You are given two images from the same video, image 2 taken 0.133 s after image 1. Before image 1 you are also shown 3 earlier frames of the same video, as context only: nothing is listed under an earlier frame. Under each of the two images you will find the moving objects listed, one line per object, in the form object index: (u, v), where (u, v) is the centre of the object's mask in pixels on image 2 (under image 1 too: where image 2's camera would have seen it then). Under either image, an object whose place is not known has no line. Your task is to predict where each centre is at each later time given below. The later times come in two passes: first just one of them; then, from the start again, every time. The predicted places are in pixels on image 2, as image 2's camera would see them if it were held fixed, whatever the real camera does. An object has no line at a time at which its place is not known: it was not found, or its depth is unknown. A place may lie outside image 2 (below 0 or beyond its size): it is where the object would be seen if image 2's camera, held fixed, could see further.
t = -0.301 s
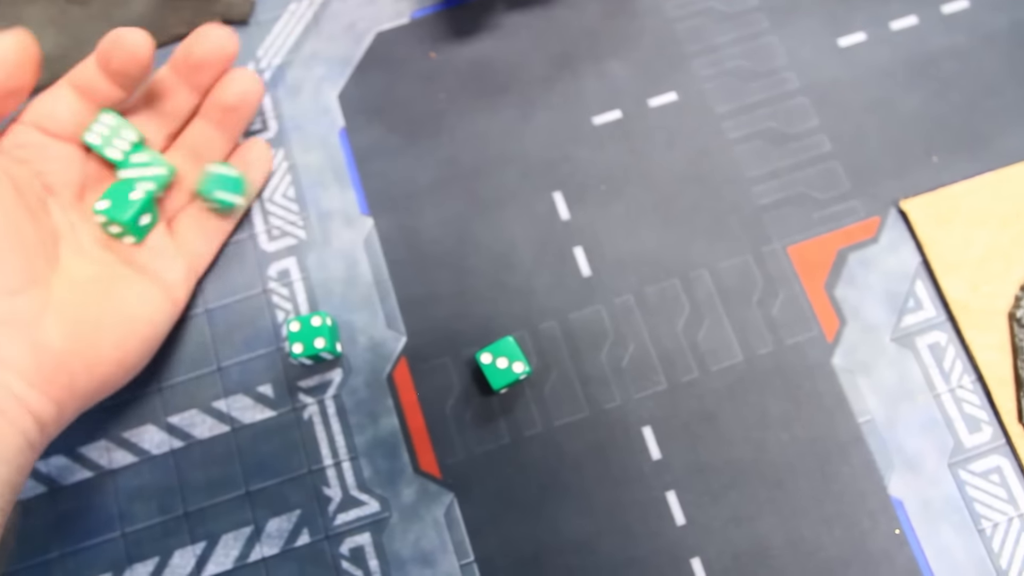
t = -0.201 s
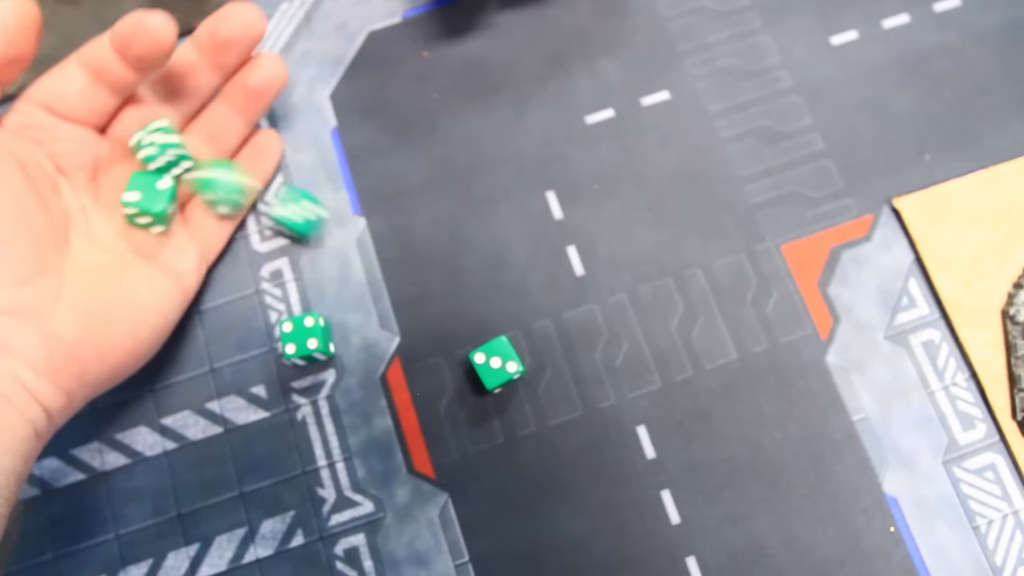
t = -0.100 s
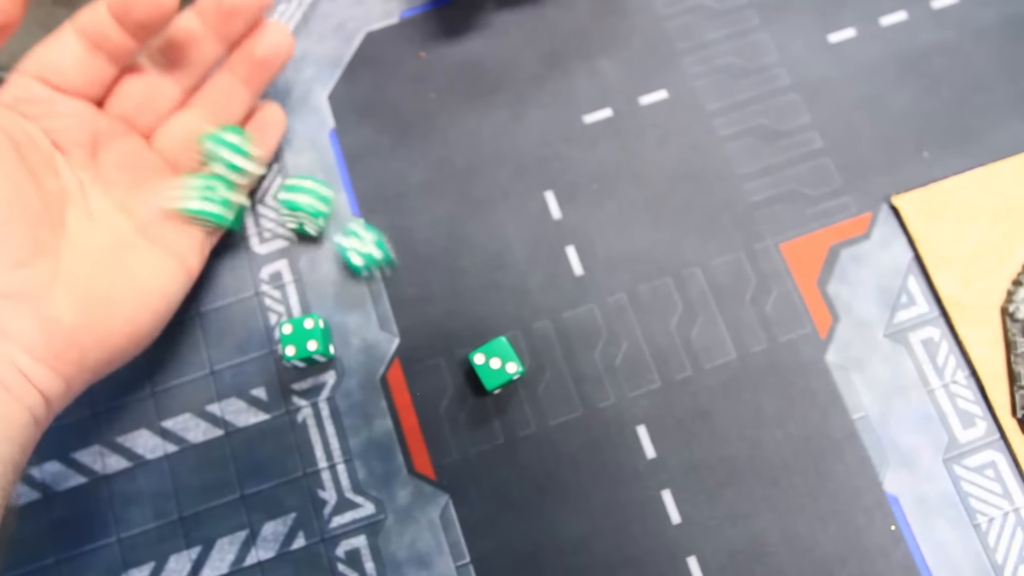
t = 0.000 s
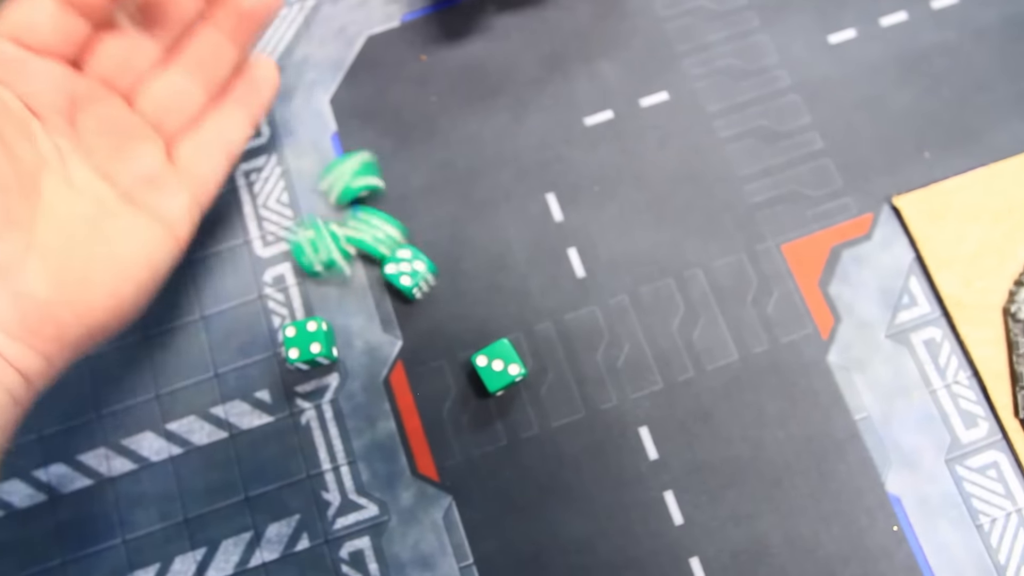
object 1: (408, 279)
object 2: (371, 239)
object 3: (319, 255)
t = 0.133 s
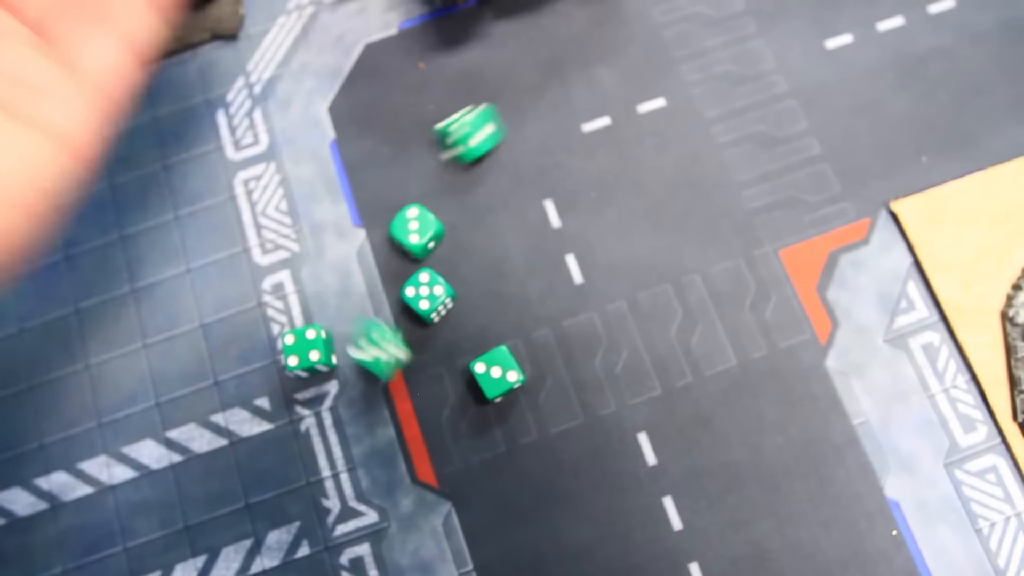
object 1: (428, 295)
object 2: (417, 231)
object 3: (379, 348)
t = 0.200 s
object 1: (429, 295)
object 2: (416, 230)
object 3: (409, 384)
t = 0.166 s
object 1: (428, 295)
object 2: (416, 230)
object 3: (397, 368)
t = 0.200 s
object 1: (429, 295)
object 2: (416, 230)
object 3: (409, 384)
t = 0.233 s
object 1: (429, 295)
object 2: (416, 230)
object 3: (417, 395)
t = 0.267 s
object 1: (429, 295)
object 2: (417, 230)
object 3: (421, 399)
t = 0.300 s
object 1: (429, 295)
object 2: (416, 230)
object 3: (422, 399)
